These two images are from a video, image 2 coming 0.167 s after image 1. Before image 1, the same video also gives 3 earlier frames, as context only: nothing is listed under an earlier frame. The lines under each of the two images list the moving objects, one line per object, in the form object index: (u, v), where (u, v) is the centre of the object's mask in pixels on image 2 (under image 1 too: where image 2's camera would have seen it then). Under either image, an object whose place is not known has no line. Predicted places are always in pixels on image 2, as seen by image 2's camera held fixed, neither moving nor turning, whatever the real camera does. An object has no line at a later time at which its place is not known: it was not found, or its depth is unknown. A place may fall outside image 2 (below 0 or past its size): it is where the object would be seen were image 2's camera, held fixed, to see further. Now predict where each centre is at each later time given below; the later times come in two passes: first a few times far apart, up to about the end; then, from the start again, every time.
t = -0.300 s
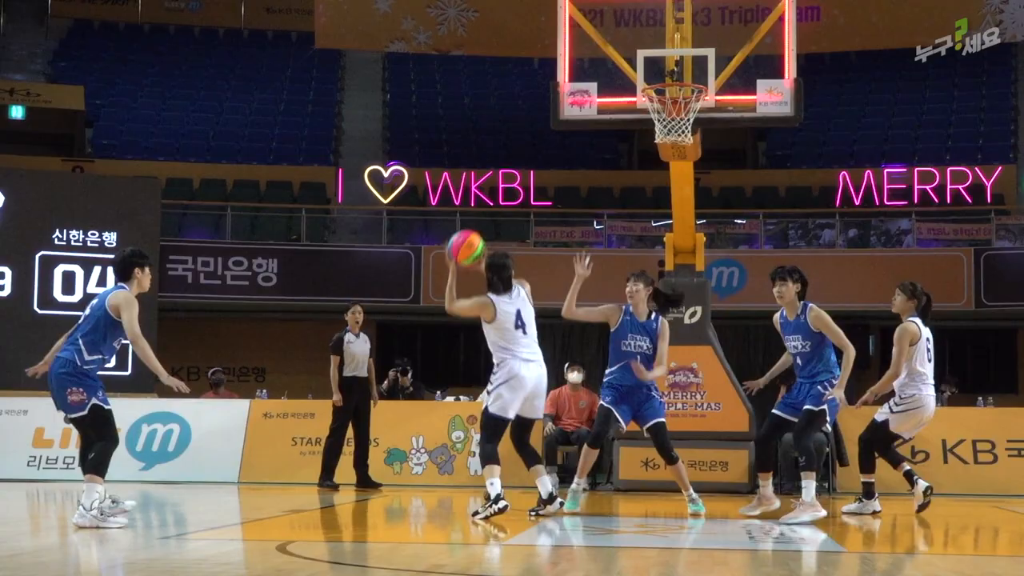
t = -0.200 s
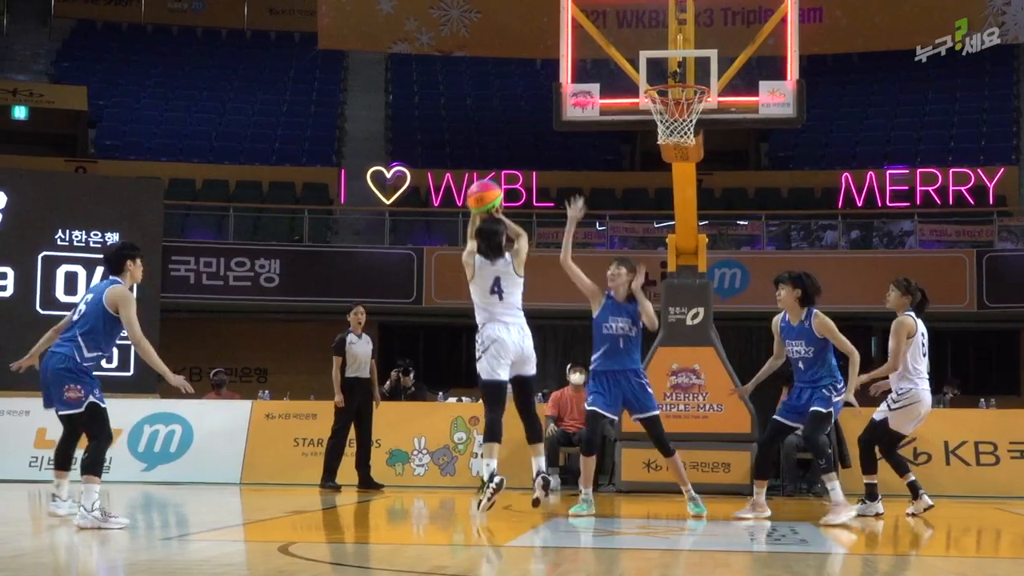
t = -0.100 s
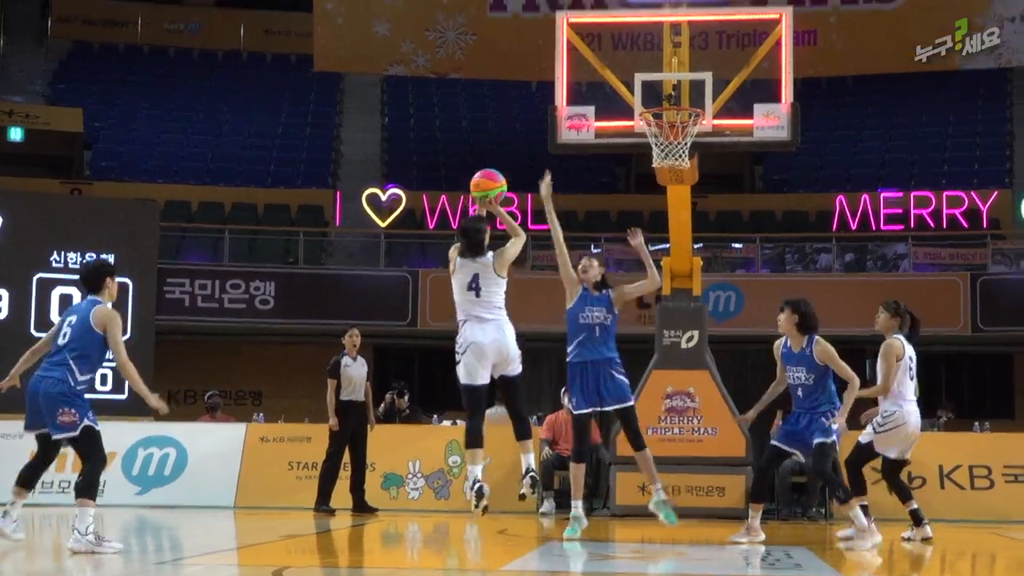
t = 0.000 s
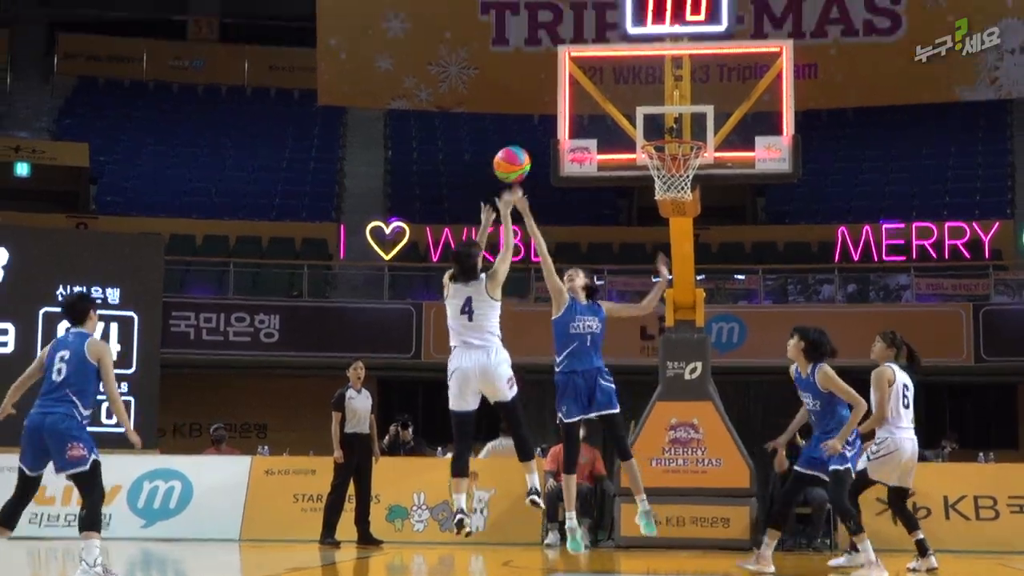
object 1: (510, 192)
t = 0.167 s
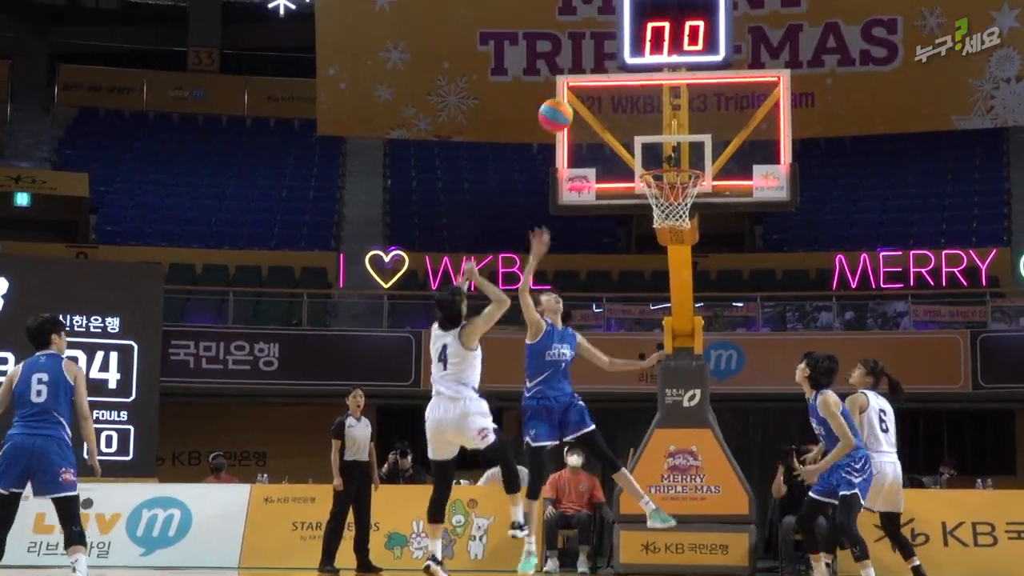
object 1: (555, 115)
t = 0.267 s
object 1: (582, 87)
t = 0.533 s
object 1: (645, 80)
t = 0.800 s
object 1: (692, 139)
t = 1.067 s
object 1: (679, 129)
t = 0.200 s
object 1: (564, 104)
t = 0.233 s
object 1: (573, 95)
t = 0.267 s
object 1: (582, 87)
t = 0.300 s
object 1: (591, 81)
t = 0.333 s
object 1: (599, 76)
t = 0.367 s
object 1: (607, 73)
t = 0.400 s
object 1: (614, 72)
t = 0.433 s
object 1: (622, 72)
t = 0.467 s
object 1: (629, 73)
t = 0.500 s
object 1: (637, 77)
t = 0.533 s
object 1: (645, 80)
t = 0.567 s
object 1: (652, 86)
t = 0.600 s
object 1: (659, 93)
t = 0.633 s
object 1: (667, 100)
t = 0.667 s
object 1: (674, 109)
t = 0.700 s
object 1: (681, 119)
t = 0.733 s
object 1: (684, 125)
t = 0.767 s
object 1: (687, 131)
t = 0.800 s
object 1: (692, 139)
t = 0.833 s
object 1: (695, 149)
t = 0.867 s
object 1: (699, 158)
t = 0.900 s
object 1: (695, 152)
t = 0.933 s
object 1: (693, 145)
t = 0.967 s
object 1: (689, 139)
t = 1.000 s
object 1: (686, 134)
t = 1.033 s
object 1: (683, 132)
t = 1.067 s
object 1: (679, 129)
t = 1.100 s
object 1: (677, 128)
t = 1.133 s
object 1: (673, 129)
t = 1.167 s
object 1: (669, 131)
